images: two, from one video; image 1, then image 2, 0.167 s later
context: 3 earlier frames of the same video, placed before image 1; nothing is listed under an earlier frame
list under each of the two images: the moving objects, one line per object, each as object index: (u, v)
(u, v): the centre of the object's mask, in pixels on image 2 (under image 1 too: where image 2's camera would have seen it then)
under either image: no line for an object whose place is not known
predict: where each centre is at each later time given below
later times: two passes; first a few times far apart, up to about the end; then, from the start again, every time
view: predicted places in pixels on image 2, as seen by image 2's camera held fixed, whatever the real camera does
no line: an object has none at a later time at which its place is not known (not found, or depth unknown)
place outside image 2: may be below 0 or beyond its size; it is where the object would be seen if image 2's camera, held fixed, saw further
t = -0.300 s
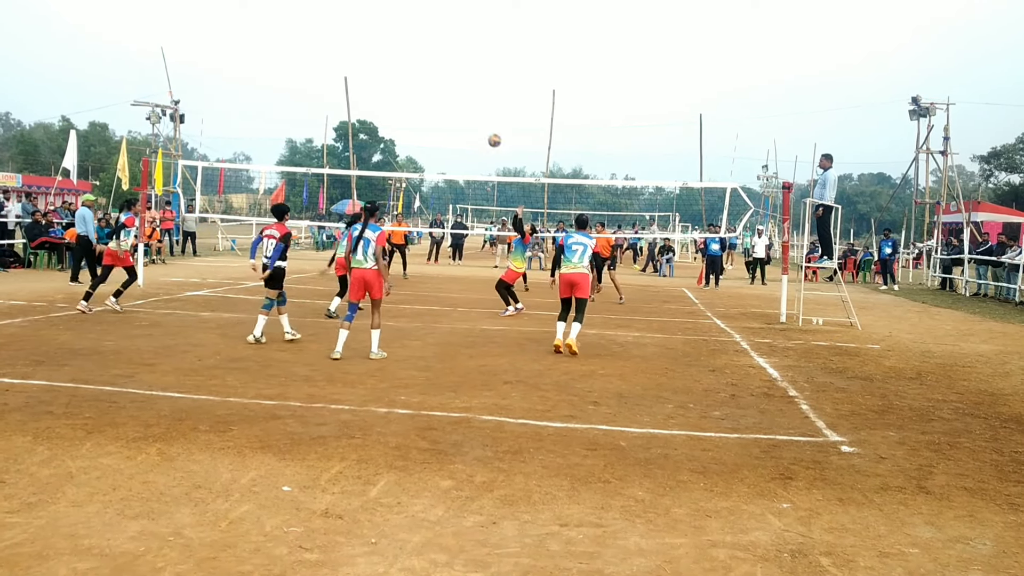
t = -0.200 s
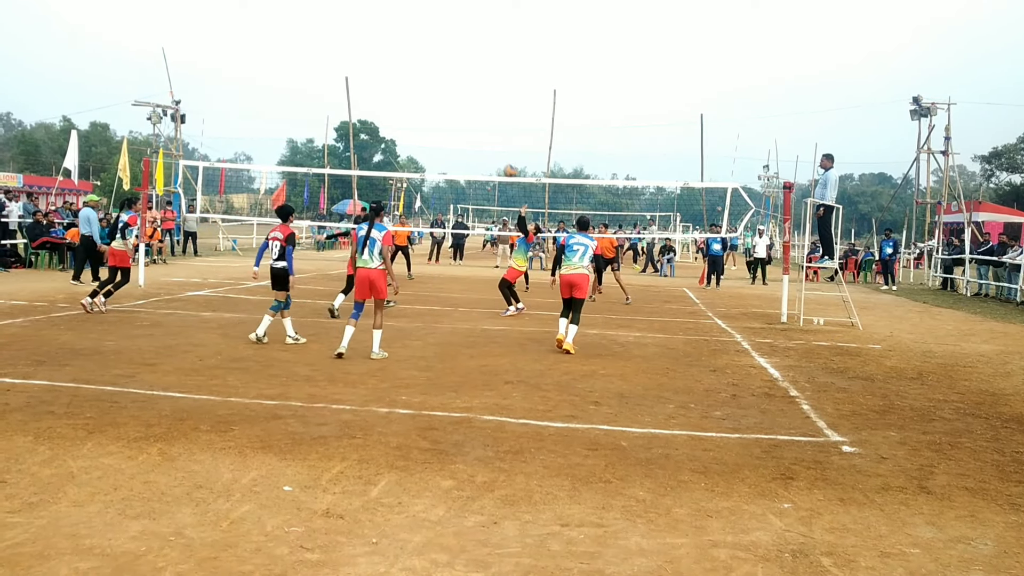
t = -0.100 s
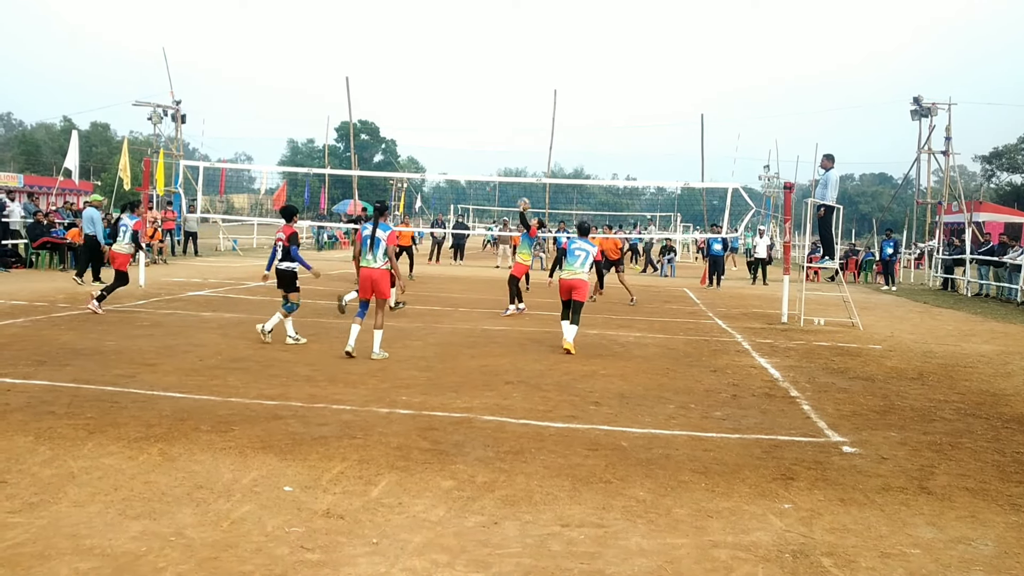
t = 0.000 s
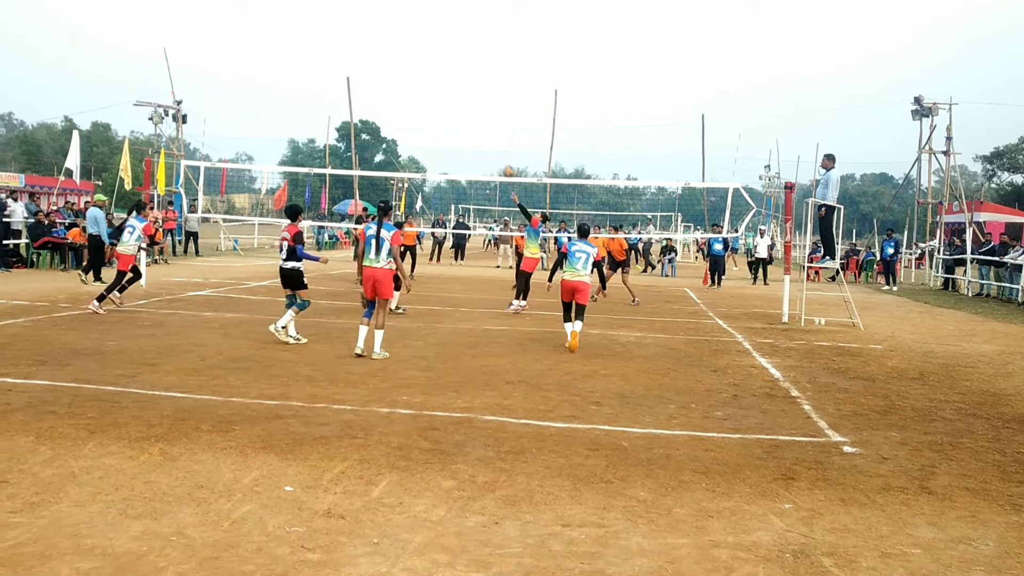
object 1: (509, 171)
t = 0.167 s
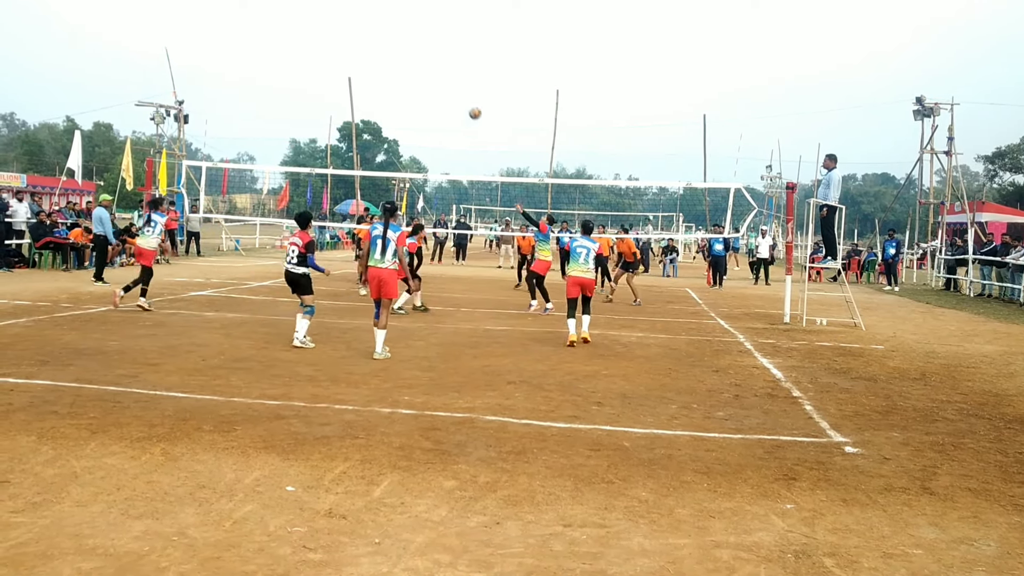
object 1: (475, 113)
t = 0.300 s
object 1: (447, 80)
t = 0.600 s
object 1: (388, 48)
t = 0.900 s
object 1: (333, 71)
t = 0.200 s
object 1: (468, 104)
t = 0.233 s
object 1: (461, 95)
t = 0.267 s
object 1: (454, 88)
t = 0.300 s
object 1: (447, 80)
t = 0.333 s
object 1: (441, 74)
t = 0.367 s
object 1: (434, 68)
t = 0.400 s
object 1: (427, 63)
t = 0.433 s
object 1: (420, 59)
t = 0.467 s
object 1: (414, 56)
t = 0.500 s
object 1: (407, 53)
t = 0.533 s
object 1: (401, 51)
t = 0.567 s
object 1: (394, 49)
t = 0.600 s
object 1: (388, 48)
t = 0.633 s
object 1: (382, 48)
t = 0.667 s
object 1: (375, 49)
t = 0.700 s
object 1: (369, 50)
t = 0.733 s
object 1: (363, 52)
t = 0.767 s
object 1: (357, 55)
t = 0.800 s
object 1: (351, 58)
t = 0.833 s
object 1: (345, 62)
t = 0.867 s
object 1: (339, 66)
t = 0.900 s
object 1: (333, 71)
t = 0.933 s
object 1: (327, 77)
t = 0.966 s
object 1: (321, 84)
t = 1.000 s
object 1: (315, 91)
